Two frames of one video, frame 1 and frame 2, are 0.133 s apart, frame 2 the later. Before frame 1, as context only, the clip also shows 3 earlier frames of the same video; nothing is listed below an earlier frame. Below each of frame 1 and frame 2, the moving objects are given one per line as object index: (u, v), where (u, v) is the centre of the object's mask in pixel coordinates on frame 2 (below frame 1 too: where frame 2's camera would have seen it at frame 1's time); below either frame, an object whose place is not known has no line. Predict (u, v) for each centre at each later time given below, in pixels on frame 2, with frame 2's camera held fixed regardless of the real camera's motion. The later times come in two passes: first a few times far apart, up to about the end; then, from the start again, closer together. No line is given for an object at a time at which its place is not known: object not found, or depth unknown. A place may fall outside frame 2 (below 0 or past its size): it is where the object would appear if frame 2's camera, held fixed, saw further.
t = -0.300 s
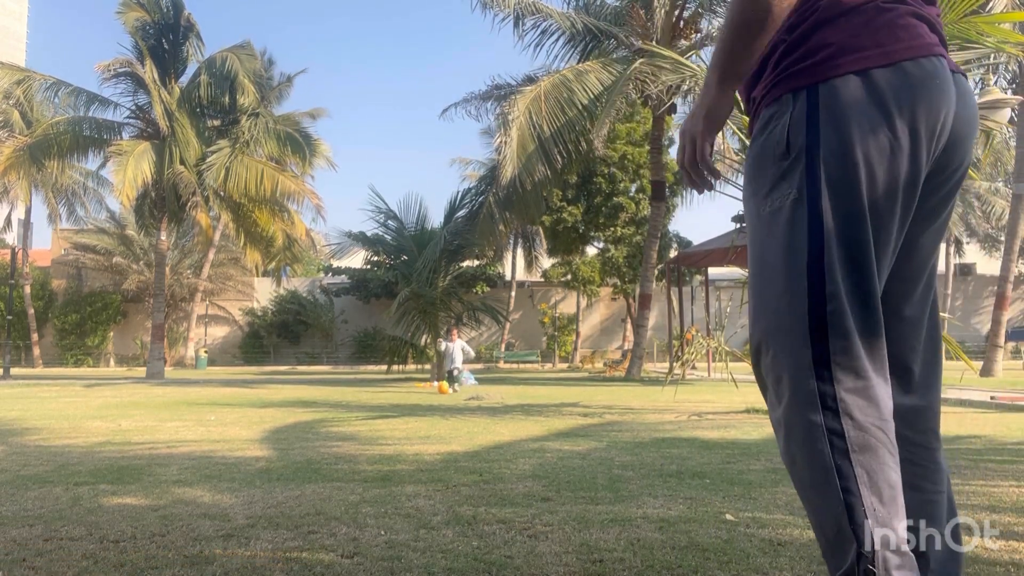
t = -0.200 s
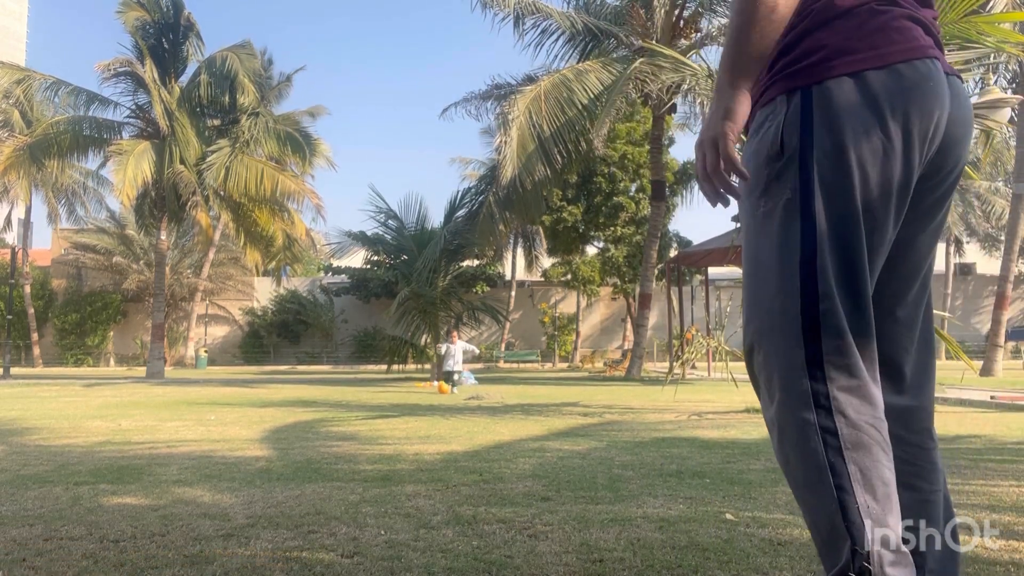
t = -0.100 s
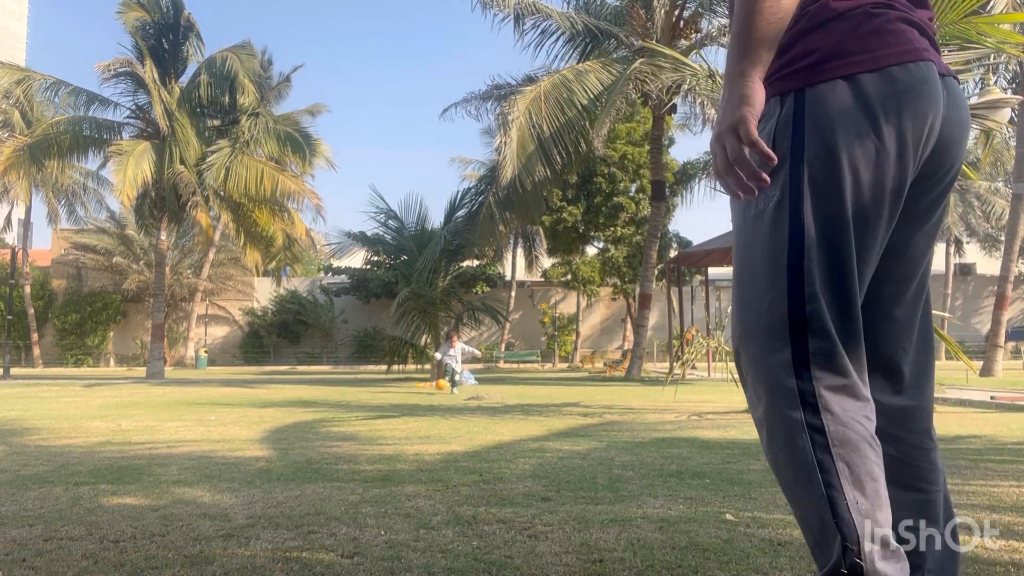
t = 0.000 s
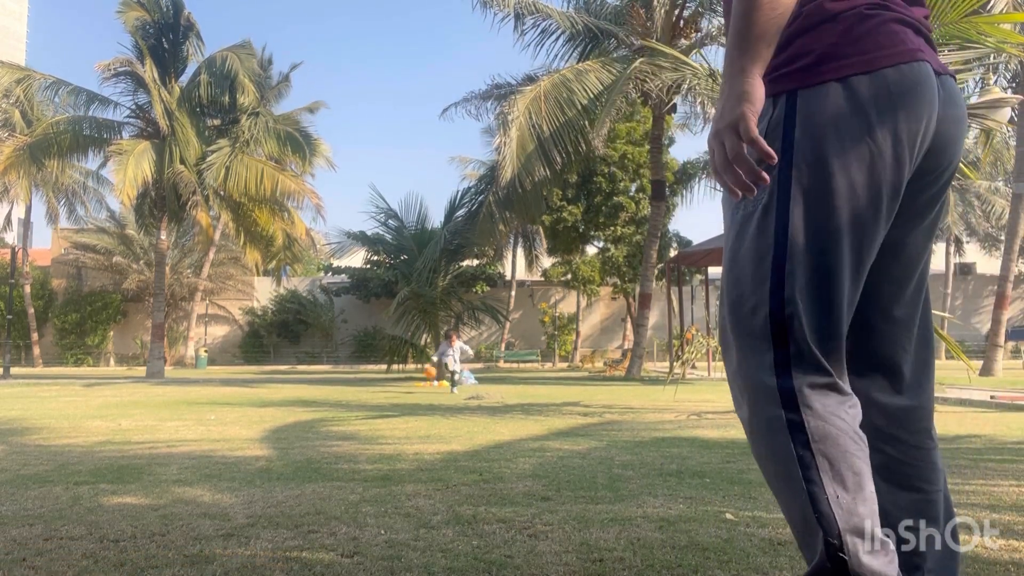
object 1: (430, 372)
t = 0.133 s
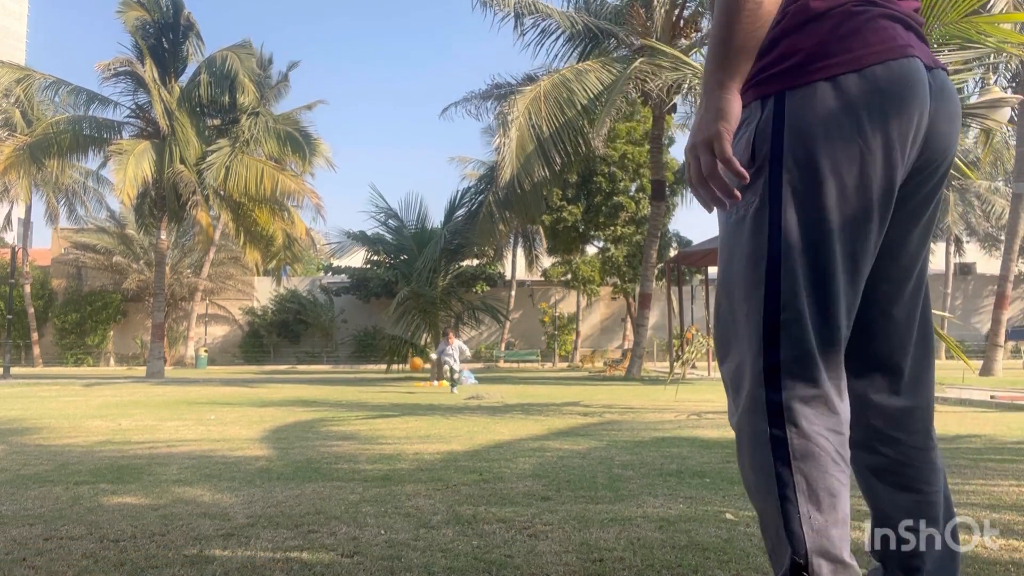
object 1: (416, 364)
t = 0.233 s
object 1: (405, 369)
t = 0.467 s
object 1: (371, 401)
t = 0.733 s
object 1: (347, 385)
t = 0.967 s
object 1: (319, 424)
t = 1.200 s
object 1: (281, 435)
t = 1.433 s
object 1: (230, 445)
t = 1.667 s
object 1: (165, 466)
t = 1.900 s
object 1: (80, 491)
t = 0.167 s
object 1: (413, 365)
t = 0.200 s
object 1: (409, 366)
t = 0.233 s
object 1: (405, 369)
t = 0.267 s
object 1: (400, 374)
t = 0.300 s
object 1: (396, 380)
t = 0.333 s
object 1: (390, 388)
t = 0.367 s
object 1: (384, 397)
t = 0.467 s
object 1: (371, 401)
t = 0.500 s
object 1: (368, 393)
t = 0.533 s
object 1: (365, 387)
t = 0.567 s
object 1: (361, 384)
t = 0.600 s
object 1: (359, 381)
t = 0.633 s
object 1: (356, 379)
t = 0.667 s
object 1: (352, 378)
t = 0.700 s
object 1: (349, 381)
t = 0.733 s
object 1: (347, 385)
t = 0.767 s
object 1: (343, 389)
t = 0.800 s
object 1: (339, 395)
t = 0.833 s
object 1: (336, 404)
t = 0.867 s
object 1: (332, 415)
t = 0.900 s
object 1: (329, 427)
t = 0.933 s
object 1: (324, 430)
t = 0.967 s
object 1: (319, 424)
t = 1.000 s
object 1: (314, 420)
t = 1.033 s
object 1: (309, 417)
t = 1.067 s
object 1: (303, 416)
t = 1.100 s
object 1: (298, 417)
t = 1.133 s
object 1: (293, 421)
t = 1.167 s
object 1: (286, 427)
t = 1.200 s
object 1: (281, 435)
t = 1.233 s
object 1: (274, 444)
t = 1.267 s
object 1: (267, 443)
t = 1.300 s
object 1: (261, 440)
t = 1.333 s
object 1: (254, 438)
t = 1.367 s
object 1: (246, 438)
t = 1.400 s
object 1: (239, 440)
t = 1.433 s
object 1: (230, 445)
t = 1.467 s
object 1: (222, 454)
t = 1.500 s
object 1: (214, 458)
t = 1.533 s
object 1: (205, 454)
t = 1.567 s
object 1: (196, 452)
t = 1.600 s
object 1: (186, 453)
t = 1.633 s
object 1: (176, 458)
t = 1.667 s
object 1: (165, 466)
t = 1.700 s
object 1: (155, 474)
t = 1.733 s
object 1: (144, 473)
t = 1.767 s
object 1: (132, 470)
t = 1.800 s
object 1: (120, 471)
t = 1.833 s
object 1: (107, 476)
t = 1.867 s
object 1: (93, 484)
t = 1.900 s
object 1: (80, 491)
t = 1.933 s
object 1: (67, 488)
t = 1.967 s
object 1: (52, 485)
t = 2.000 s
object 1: (38, 485)
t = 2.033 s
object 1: (23, 488)
